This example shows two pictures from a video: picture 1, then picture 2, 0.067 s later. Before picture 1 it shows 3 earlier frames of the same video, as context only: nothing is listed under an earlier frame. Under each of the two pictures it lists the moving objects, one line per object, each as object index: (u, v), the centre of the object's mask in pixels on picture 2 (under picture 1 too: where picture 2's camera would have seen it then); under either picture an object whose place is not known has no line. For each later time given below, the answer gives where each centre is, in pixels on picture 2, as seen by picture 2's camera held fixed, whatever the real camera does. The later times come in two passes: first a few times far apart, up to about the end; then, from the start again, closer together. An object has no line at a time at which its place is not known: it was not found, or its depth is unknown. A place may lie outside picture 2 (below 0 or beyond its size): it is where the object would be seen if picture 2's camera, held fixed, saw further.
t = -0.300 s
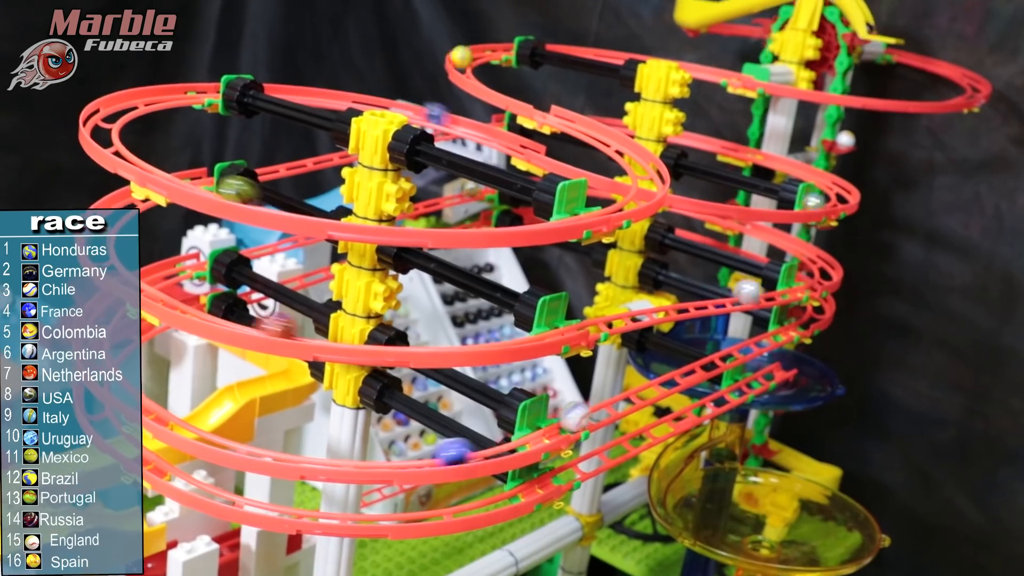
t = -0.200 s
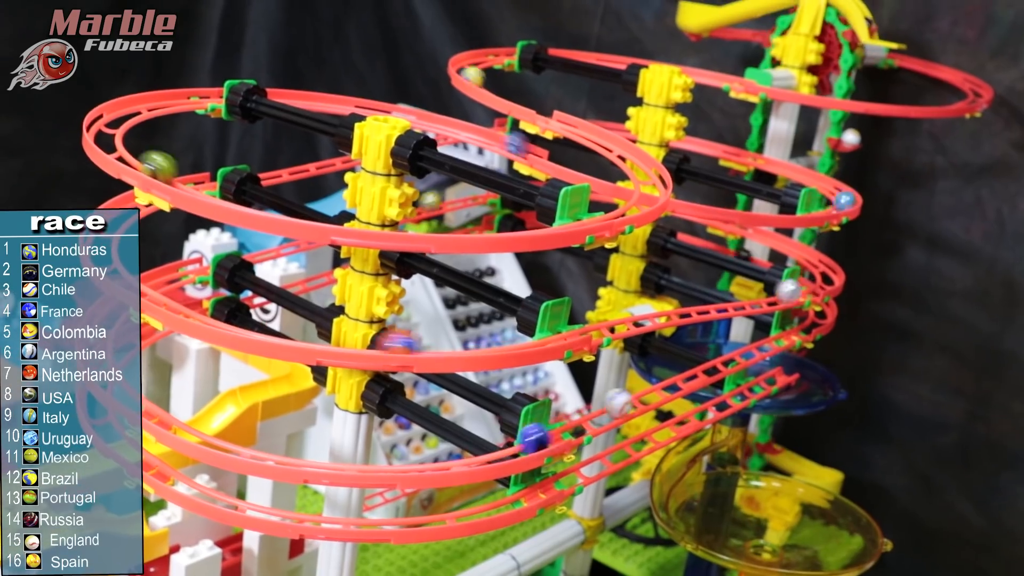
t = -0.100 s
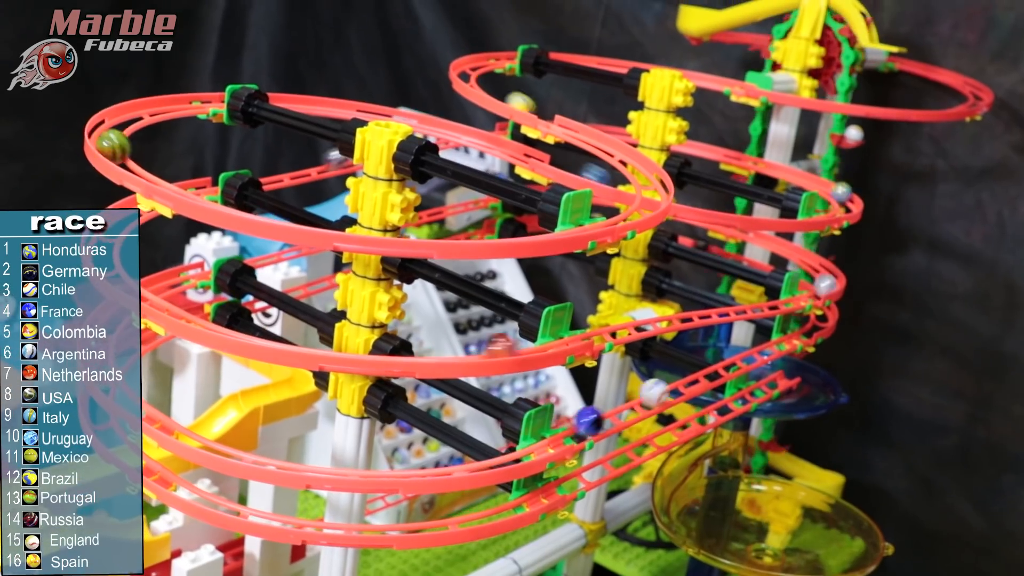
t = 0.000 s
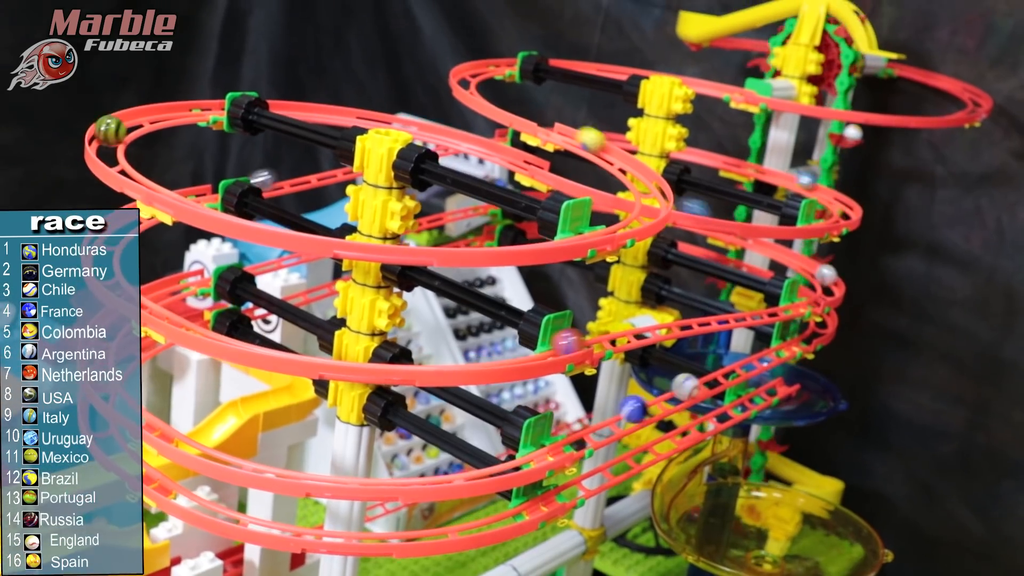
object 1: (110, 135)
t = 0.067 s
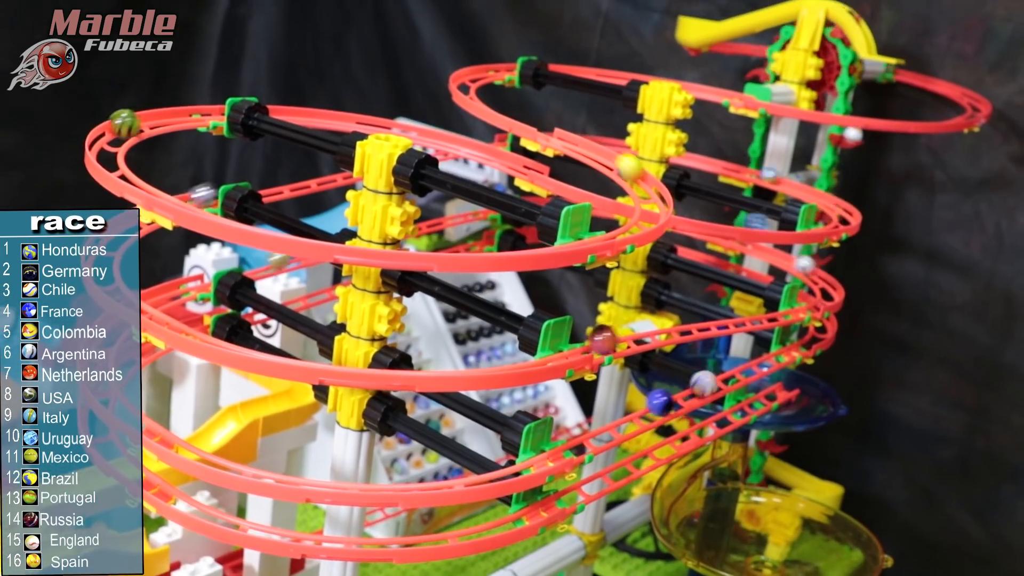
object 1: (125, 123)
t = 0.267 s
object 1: (218, 107)
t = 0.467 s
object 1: (351, 116)
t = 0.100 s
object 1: (136, 119)
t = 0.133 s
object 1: (149, 115)
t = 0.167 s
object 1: (165, 112)
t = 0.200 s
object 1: (183, 109)
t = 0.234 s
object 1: (202, 108)
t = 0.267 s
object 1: (218, 107)
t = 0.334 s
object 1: (266, 103)
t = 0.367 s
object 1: (282, 108)
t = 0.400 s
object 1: (304, 110)
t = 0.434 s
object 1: (327, 113)
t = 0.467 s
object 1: (351, 116)
